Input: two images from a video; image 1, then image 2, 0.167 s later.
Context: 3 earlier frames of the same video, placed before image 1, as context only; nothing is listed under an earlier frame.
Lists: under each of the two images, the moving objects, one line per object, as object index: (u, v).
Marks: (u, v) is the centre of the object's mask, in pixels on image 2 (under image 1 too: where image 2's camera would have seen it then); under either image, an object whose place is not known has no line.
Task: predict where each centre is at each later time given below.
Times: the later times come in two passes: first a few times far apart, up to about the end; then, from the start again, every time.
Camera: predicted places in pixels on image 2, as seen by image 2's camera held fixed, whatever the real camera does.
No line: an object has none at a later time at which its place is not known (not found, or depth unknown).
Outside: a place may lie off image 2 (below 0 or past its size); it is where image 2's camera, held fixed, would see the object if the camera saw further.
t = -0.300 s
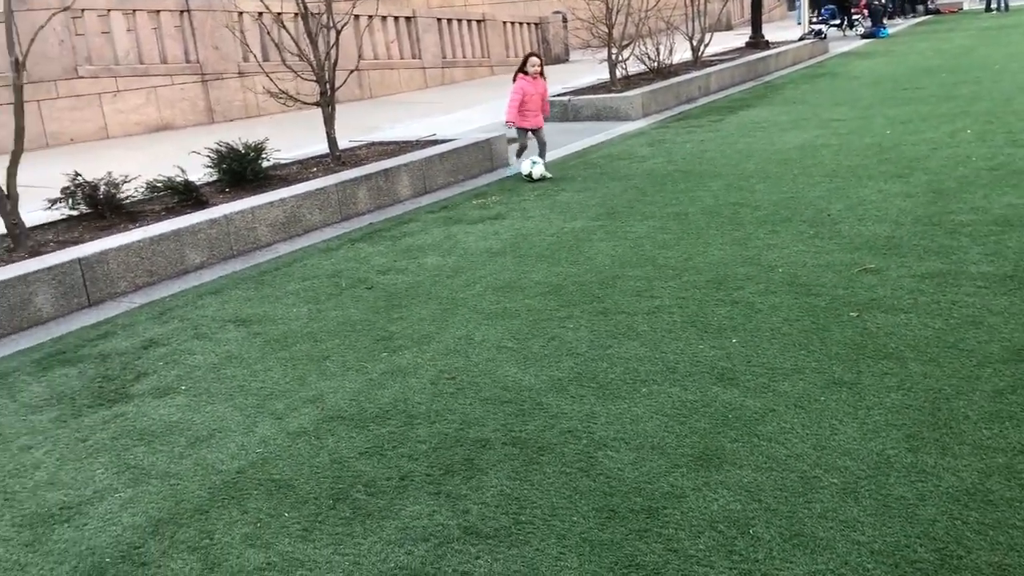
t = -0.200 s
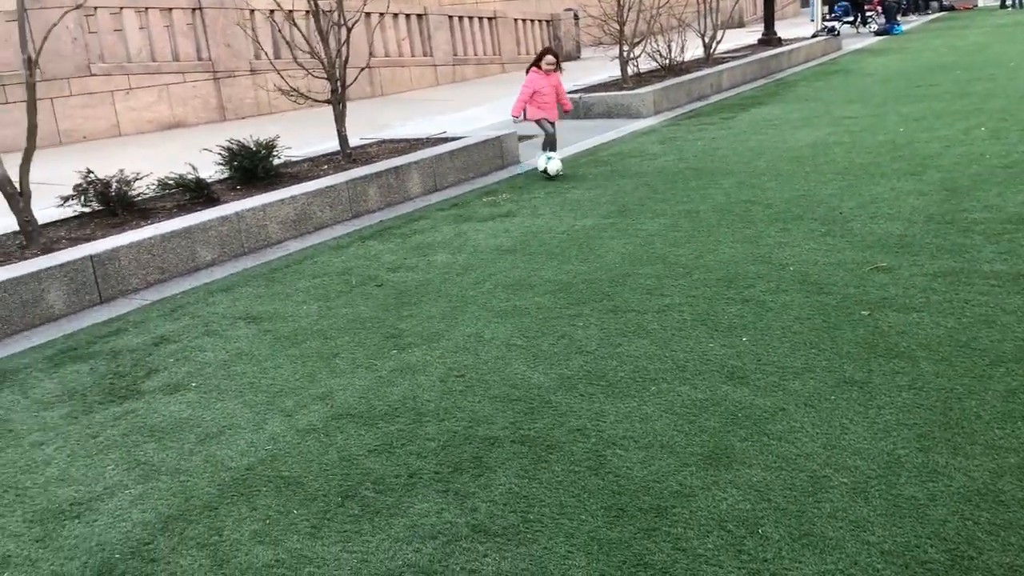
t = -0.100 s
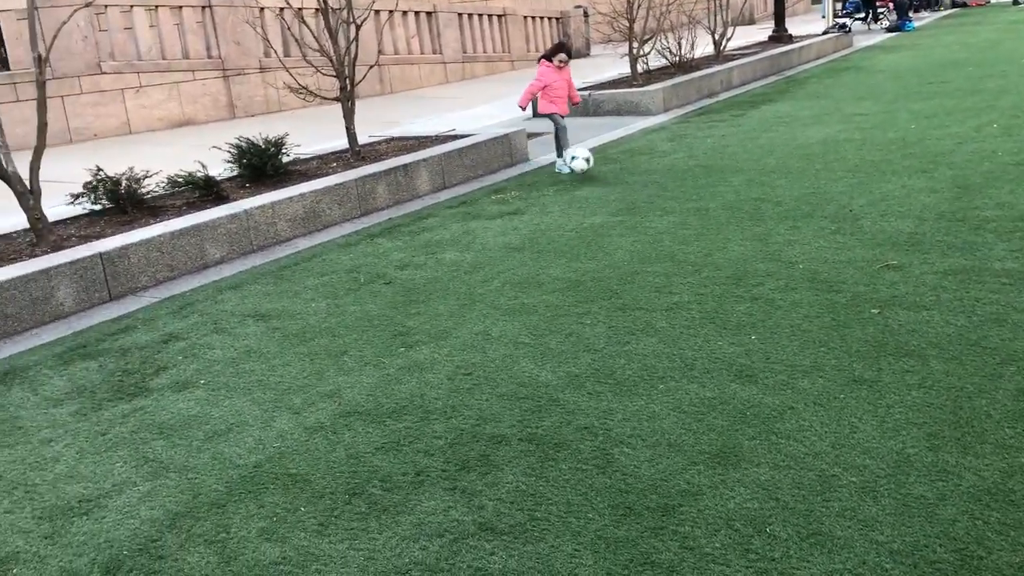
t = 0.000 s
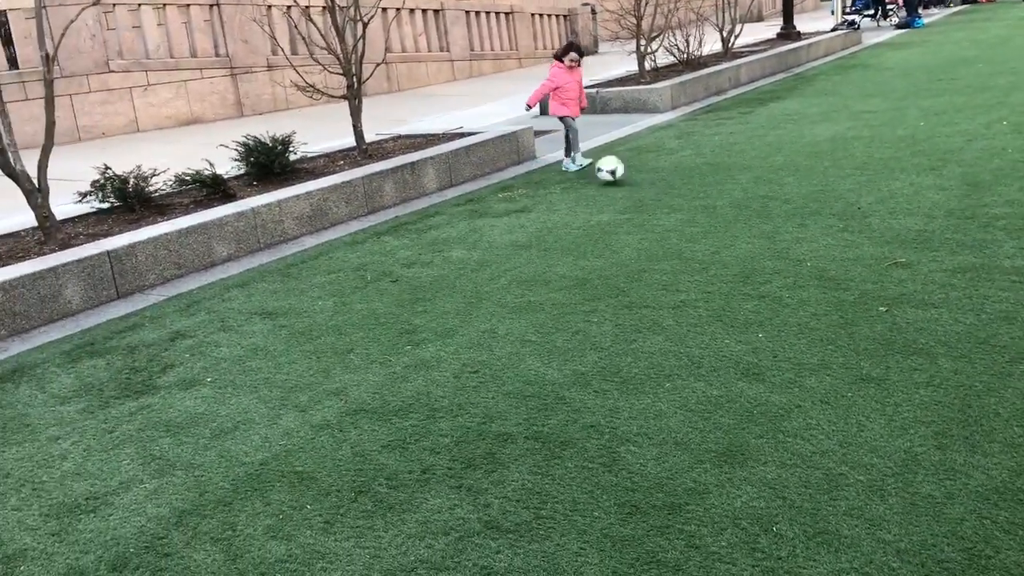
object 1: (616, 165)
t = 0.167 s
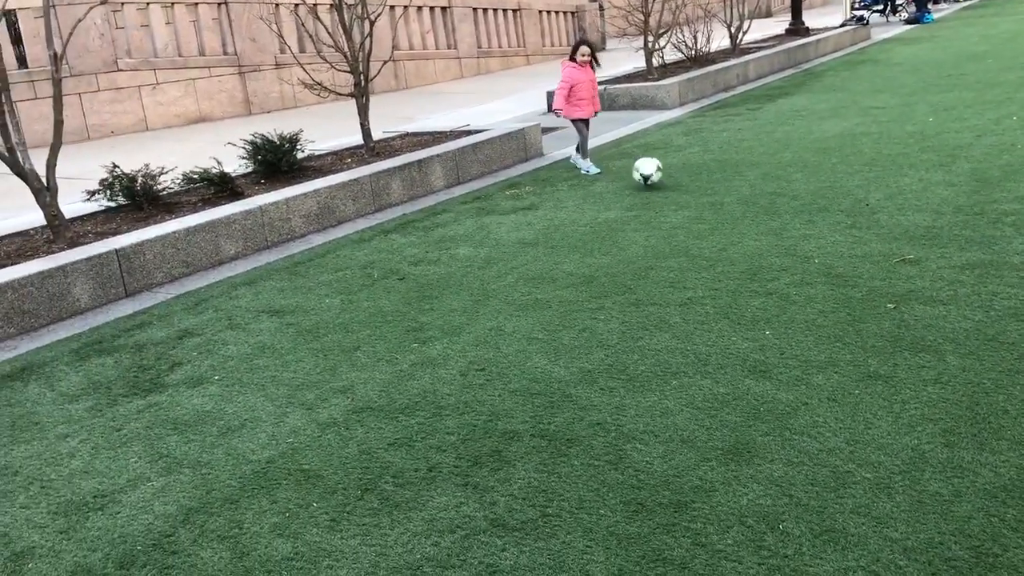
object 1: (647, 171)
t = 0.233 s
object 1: (659, 176)
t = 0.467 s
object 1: (701, 184)
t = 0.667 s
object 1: (740, 190)
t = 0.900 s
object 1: (789, 199)
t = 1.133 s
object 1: (843, 208)
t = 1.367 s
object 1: (900, 220)
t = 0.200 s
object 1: (654, 174)
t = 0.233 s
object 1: (659, 176)
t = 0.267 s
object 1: (665, 176)
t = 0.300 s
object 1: (671, 176)
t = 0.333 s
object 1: (677, 180)
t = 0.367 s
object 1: (683, 180)
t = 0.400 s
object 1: (689, 180)
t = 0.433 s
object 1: (695, 182)
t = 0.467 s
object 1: (701, 184)
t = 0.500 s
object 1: (707, 184)
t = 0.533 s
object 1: (713, 185)
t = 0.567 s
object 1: (720, 187)
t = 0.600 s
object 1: (727, 187)
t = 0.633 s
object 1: (734, 188)
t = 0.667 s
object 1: (740, 190)
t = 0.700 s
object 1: (747, 191)
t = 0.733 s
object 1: (754, 193)
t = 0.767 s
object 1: (760, 194)
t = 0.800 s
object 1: (767, 195)
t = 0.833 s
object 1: (774, 196)
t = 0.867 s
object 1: (781, 197)
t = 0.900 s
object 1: (789, 199)
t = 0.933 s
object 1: (797, 199)
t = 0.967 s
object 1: (804, 201)
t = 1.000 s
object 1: (812, 203)
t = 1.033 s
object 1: (819, 203)
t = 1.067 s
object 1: (827, 205)
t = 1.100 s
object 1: (834, 207)
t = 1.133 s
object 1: (843, 208)
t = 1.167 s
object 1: (850, 210)
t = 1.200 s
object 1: (858, 211)
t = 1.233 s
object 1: (866, 213)
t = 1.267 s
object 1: (875, 215)
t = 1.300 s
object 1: (884, 216)
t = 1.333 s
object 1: (892, 218)
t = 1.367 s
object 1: (900, 220)
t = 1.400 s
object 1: (910, 221)
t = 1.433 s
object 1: (919, 224)
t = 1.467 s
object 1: (928, 225)
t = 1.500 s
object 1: (936, 227)
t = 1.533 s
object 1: (946, 229)
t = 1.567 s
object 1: (955, 229)
